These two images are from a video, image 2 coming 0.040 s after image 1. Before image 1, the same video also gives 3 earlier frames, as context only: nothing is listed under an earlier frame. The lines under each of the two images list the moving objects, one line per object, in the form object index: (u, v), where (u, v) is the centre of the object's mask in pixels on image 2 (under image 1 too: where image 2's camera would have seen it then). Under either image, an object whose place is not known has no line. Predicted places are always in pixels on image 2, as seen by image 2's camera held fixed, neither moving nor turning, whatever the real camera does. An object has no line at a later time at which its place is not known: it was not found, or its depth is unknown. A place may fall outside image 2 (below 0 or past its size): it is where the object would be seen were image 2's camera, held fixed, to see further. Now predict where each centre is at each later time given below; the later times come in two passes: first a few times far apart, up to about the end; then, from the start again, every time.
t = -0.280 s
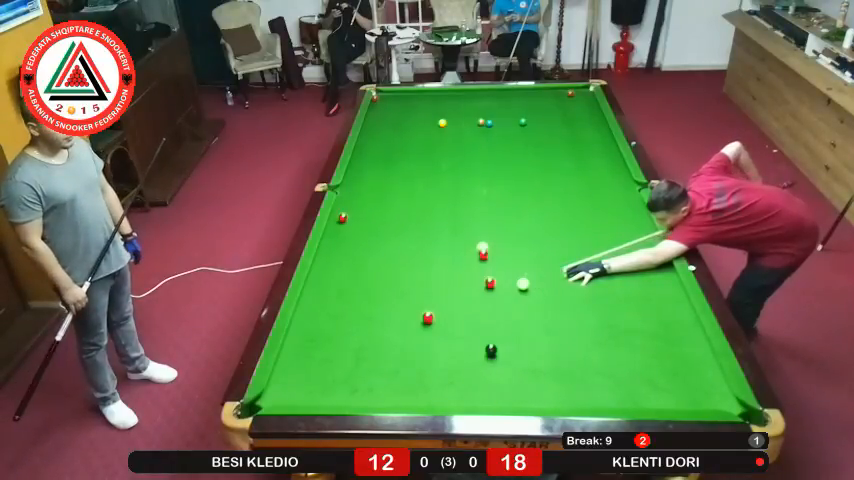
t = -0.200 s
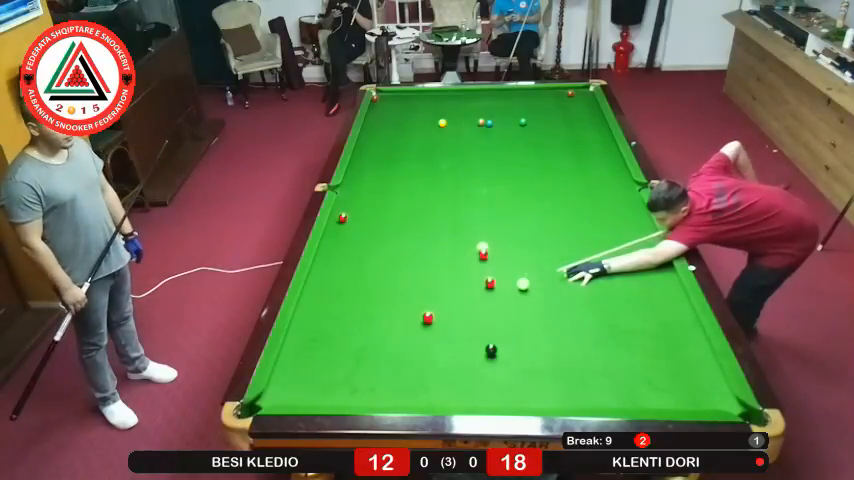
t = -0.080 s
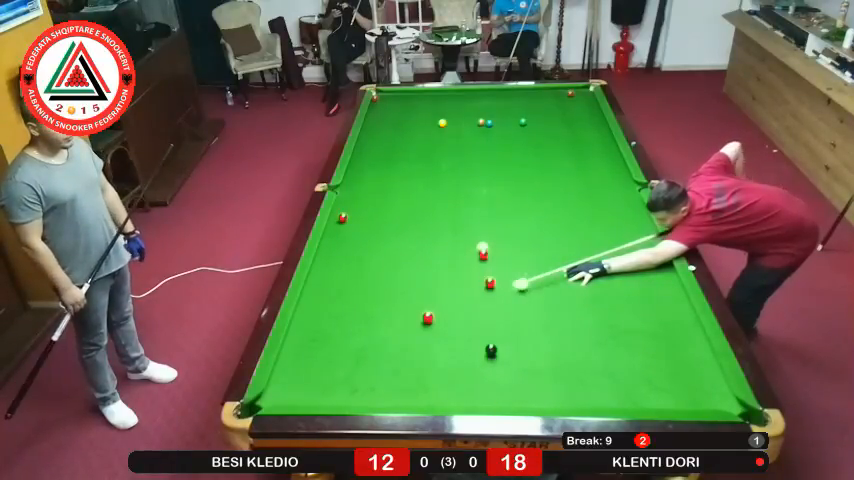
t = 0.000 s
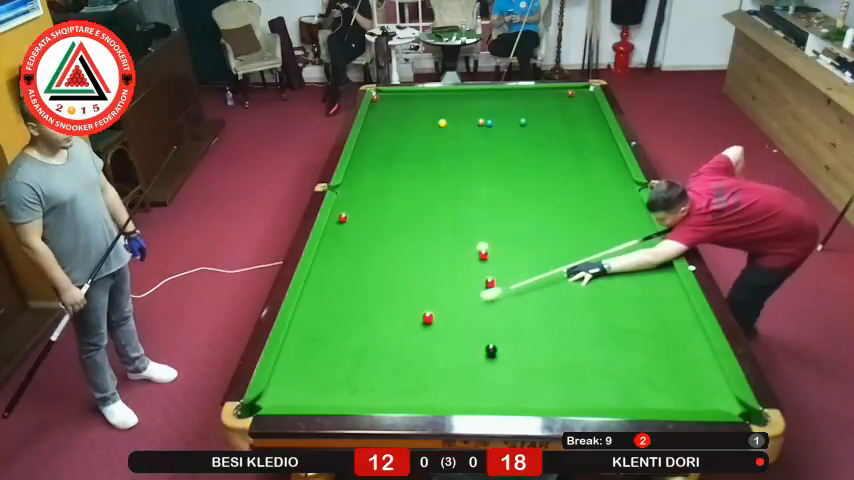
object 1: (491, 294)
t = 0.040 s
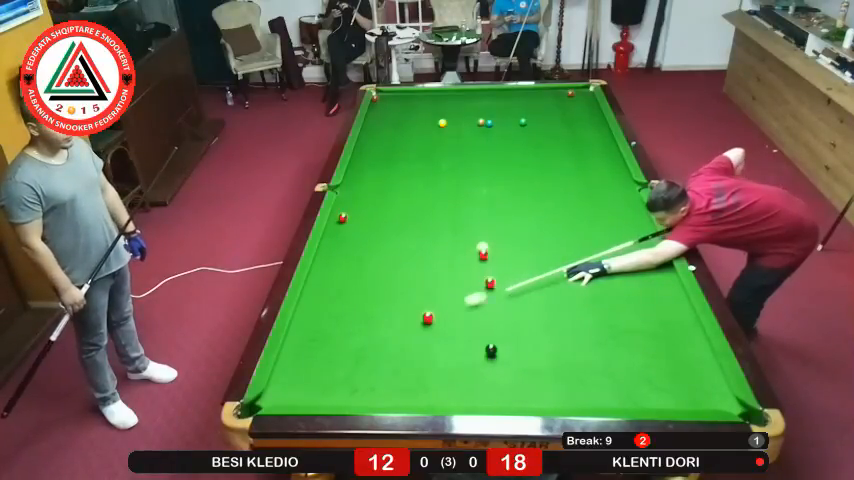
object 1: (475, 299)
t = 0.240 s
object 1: (427, 309)
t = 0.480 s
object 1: (394, 310)
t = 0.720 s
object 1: (361, 311)
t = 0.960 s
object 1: (328, 313)
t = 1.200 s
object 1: (299, 314)
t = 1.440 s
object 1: (318, 315)
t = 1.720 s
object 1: (341, 316)
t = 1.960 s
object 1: (358, 318)
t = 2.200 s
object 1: (374, 319)
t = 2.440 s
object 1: (390, 320)
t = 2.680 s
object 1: (403, 321)
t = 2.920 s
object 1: (416, 323)
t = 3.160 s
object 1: (426, 324)
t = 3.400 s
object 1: (436, 325)
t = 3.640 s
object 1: (444, 325)
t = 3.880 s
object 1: (451, 326)
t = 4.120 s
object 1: (456, 326)
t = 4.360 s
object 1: (461, 327)
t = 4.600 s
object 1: (463, 327)
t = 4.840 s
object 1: (464, 327)
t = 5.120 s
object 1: (464, 327)
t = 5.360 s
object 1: (464, 328)
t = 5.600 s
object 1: (464, 327)
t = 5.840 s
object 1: (464, 328)
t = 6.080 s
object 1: (464, 328)
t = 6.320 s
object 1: (464, 328)
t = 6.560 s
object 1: (464, 328)
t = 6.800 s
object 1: (464, 328)
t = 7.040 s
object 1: (464, 328)
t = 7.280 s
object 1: (464, 328)
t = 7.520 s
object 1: (464, 328)
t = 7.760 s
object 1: (464, 328)
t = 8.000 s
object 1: (464, 328)
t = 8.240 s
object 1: (464, 328)
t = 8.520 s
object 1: (464, 328)
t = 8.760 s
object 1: (464, 328)
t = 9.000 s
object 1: (464, 328)
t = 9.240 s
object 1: (464, 328)
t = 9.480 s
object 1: (464, 328)
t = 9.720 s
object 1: (464, 328)
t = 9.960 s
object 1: (464, 328)
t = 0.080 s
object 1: (459, 304)
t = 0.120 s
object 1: (443, 309)
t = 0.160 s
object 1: (435, 311)
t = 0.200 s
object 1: (431, 310)
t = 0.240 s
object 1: (427, 309)
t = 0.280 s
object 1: (423, 309)
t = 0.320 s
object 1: (417, 309)
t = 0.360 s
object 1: (411, 309)
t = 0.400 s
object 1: (406, 310)
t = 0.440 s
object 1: (400, 310)
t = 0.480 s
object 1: (394, 310)
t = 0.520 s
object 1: (388, 310)
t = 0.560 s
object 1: (383, 310)
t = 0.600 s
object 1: (377, 311)
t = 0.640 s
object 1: (372, 311)
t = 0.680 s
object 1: (366, 311)
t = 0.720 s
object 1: (361, 311)
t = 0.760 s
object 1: (355, 311)
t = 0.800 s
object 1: (350, 312)
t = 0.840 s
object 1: (344, 312)
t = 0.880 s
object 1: (339, 312)
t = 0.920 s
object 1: (334, 312)
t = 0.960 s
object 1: (328, 313)
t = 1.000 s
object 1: (323, 313)
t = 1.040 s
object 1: (318, 313)
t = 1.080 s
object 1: (313, 313)
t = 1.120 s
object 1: (308, 313)
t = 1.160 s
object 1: (303, 313)
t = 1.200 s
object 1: (299, 314)
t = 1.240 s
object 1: (301, 314)
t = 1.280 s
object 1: (305, 314)
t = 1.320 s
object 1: (308, 314)
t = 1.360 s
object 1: (311, 315)
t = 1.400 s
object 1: (315, 315)
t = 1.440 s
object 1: (318, 315)
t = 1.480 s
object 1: (322, 315)
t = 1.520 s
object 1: (325, 315)
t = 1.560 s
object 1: (328, 316)
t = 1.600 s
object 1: (331, 316)
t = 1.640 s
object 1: (334, 316)
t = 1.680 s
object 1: (337, 316)
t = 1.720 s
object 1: (341, 316)
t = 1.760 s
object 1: (344, 317)
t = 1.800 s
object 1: (347, 317)
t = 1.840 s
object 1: (350, 317)
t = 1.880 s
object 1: (352, 317)
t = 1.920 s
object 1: (355, 317)
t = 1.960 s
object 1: (358, 318)
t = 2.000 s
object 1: (361, 318)
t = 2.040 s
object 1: (364, 318)
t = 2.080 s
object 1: (366, 318)
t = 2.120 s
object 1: (369, 319)
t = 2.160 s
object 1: (372, 319)
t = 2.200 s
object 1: (374, 319)
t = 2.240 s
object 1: (377, 320)
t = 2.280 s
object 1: (380, 320)
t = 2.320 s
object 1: (382, 320)
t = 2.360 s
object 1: (385, 320)
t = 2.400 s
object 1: (387, 320)
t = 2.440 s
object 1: (390, 320)
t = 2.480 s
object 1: (392, 320)
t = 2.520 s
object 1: (394, 321)
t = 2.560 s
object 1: (396, 321)
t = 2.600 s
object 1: (399, 321)
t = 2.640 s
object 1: (401, 321)
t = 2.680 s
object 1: (403, 321)
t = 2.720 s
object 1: (405, 322)
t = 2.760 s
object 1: (407, 322)
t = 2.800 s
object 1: (409, 322)
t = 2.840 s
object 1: (411, 323)
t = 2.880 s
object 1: (414, 323)
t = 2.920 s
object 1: (416, 323)
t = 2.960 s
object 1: (417, 323)
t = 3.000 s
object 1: (419, 323)
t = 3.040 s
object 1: (421, 323)
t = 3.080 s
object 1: (423, 323)
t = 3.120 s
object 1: (425, 324)
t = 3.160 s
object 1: (426, 324)
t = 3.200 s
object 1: (428, 324)
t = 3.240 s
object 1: (430, 324)
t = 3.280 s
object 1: (431, 324)
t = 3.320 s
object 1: (433, 324)
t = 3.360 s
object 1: (434, 325)
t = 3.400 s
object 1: (436, 325)
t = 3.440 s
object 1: (437, 325)
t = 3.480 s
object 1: (439, 325)
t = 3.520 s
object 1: (440, 325)
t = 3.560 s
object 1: (442, 325)
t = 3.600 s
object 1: (443, 325)
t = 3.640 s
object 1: (444, 325)
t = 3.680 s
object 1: (445, 325)
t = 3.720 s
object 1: (446, 326)
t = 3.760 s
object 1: (448, 326)
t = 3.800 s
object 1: (449, 326)
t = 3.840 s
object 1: (450, 326)
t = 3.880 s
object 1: (451, 326)
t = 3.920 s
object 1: (452, 326)
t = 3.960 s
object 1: (453, 326)
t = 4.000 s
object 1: (454, 326)
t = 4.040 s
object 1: (455, 326)
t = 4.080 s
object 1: (456, 326)
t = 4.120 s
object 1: (456, 326)
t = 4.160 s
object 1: (457, 327)
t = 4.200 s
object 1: (458, 327)
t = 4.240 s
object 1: (459, 326)
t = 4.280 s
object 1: (459, 327)
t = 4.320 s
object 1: (460, 327)
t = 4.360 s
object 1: (461, 327)
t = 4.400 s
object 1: (461, 327)
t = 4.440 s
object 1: (462, 327)
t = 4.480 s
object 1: (462, 327)
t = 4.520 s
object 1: (463, 327)
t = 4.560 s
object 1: (463, 327)
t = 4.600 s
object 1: (463, 327)
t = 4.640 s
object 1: (463, 327)
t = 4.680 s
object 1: (464, 327)
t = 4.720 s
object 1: (464, 327)
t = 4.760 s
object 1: (464, 327)
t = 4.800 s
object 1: (464, 328)
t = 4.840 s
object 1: (464, 327)
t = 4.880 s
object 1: (464, 327)
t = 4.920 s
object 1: (465, 327)
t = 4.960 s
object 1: (465, 327)
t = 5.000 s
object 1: (464, 327)
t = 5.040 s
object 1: (464, 327)
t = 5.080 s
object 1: (464, 327)
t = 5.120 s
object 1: (464, 327)
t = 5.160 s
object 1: (464, 327)
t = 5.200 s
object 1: (464, 327)
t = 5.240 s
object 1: (464, 328)
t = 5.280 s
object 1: (464, 328)
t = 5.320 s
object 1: (464, 328)
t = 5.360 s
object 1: (464, 328)
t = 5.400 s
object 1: (464, 327)
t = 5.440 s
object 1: (464, 327)
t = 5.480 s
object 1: (464, 327)
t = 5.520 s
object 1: (464, 328)
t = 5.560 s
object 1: (464, 328)
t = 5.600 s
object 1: (464, 327)
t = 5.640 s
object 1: (464, 328)
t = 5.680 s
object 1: (464, 328)
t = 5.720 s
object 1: (464, 328)
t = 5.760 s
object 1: (464, 328)
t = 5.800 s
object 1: (464, 328)
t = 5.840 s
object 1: (464, 328)
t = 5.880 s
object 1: (464, 328)
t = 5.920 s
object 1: (464, 328)
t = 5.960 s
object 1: (464, 328)
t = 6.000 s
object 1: (464, 328)
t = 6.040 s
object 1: (464, 328)
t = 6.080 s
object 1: (464, 328)
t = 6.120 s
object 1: (464, 328)
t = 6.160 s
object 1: (464, 328)
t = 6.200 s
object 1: (464, 327)
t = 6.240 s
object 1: (464, 328)
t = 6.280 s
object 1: (464, 327)
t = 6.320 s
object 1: (464, 328)
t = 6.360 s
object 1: (464, 328)
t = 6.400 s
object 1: (464, 328)
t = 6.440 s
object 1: (464, 328)
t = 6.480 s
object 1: (464, 328)
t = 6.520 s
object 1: (464, 328)
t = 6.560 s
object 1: (464, 328)
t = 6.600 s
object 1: (464, 328)
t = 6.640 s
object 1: (464, 328)
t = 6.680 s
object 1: (464, 328)
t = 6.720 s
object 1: (464, 328)
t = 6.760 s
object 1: (464, 328)
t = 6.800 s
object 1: (464, 328)
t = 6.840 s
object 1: (464, 328)
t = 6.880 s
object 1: (464, 328)
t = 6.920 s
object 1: (464, 328)
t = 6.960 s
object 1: (464, 328)
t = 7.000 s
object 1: (464, 328)
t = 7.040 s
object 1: (464, 328)
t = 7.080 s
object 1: (464, 328)
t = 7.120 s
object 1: (464, 328)
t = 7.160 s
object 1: (464, 328)
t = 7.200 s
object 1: (464, 328)
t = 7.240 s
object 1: (464, 328)
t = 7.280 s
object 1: (464, 328)
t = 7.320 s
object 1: (464, 328)
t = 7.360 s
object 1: (464, 328)
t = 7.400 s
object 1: (464, 328)
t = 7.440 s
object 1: (464, 328)
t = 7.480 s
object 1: (464, 328)
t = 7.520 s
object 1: (464, 328)
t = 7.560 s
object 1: (464, 328)
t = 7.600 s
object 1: (464, 328)
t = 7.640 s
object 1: (464, 328)
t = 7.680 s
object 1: (464, 328)
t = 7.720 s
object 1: (464, 328)
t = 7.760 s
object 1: (464, 328)
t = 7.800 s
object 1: (464, 328)
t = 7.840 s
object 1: (464, 328)
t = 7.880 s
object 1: (464, 328)
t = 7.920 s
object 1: (464, 328)
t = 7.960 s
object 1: (464, 328)
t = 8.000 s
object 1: (464, 328)
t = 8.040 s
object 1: (464, 328)
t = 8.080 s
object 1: (464, 328)
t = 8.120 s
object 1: (464, 328)
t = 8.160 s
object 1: (464, 328)
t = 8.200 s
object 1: (464, 328)
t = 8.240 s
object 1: (464, 328)
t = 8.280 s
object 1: (464, 328)
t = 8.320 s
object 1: (464, 328)
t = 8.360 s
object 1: (464, 328)
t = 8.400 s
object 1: (464, 328)
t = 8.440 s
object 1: (464, 328)
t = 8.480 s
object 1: (464, 328)
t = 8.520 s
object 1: (464, 328)
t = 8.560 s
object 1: (464, 328)
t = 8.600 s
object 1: (464, 328)
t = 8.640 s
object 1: (464, 328)
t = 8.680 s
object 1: (464, 328)
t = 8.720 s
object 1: (464, 328)
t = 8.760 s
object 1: (464, 328)
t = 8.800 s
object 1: (464, 328)
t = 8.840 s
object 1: (464, 328)
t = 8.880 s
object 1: (464, 328)
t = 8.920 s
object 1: (464, 328)
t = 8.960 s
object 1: (464, 328)
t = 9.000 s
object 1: (464, 328)
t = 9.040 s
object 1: (464, 328)
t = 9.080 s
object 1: (464, 328)
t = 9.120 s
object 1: (464, 328)
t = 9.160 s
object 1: (464, 328)
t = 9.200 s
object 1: (464, 328)
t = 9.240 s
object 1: (464, 328)
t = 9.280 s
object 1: (464, 328)
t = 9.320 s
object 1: (464, 328)
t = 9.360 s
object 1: (464, 328)
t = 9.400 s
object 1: (464, 328)
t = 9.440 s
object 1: (464, 328)
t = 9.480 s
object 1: (464, 328)
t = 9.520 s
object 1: (464, 328)
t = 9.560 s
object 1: (464, 328)
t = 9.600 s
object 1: (464, 328)
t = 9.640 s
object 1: (464, 328)
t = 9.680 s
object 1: (464, 328)
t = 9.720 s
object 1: (464, 328)
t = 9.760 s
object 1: (464, 328)
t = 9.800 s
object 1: (464, 328)
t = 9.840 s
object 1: (464, 328)
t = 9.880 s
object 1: (464, 328)
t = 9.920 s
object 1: (464, 328)
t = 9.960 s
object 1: (464, 328)
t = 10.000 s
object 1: (464, 328)
